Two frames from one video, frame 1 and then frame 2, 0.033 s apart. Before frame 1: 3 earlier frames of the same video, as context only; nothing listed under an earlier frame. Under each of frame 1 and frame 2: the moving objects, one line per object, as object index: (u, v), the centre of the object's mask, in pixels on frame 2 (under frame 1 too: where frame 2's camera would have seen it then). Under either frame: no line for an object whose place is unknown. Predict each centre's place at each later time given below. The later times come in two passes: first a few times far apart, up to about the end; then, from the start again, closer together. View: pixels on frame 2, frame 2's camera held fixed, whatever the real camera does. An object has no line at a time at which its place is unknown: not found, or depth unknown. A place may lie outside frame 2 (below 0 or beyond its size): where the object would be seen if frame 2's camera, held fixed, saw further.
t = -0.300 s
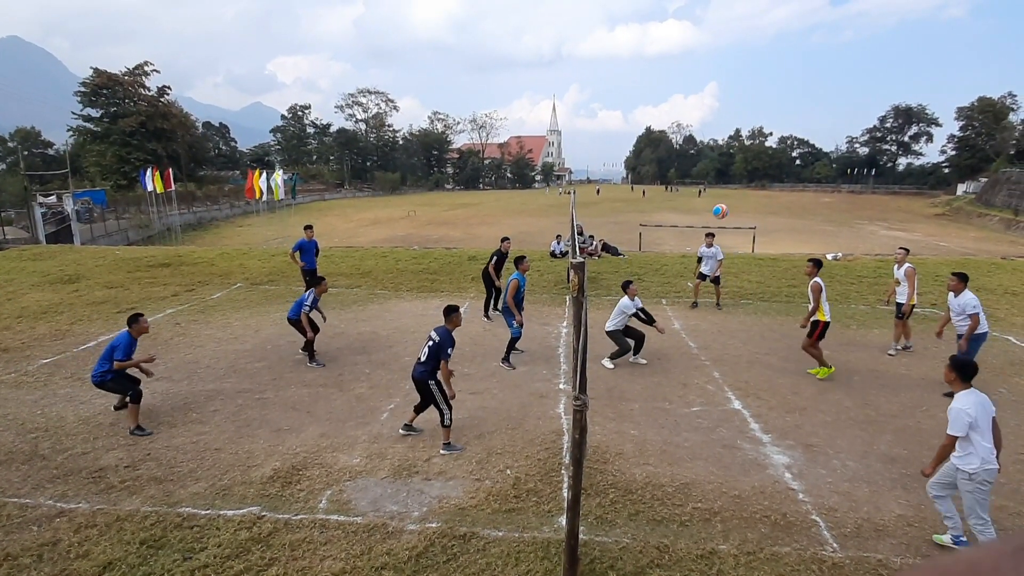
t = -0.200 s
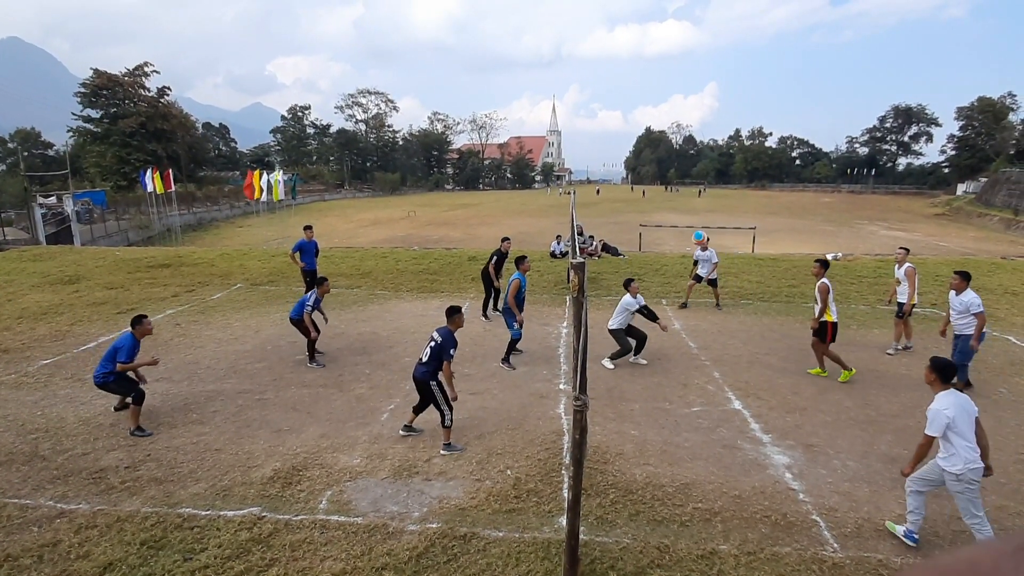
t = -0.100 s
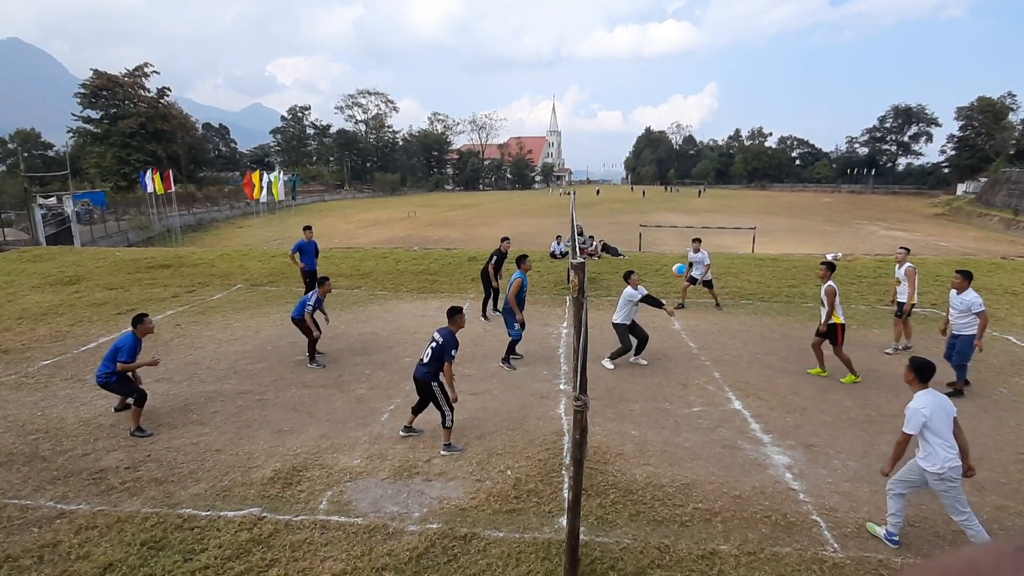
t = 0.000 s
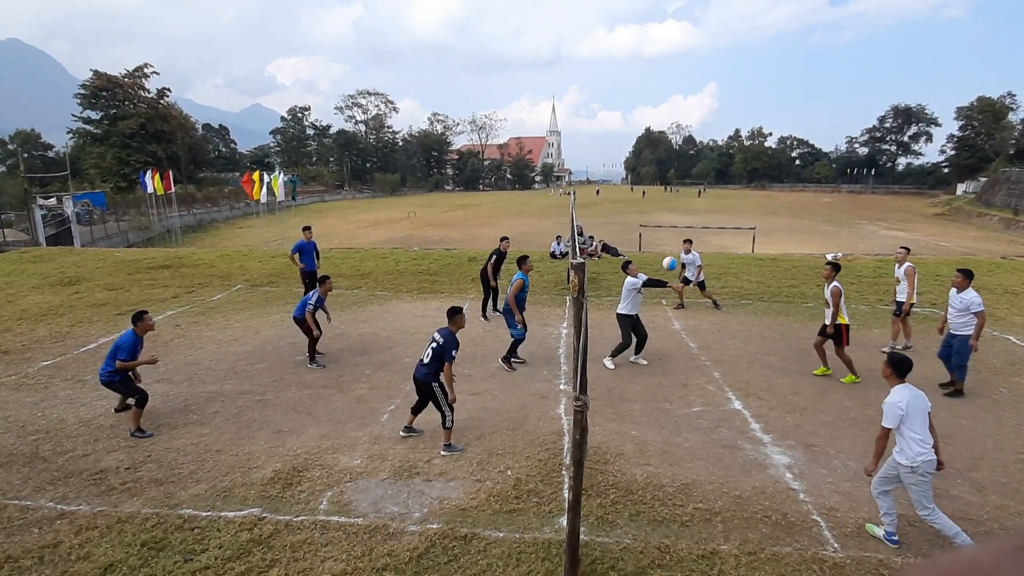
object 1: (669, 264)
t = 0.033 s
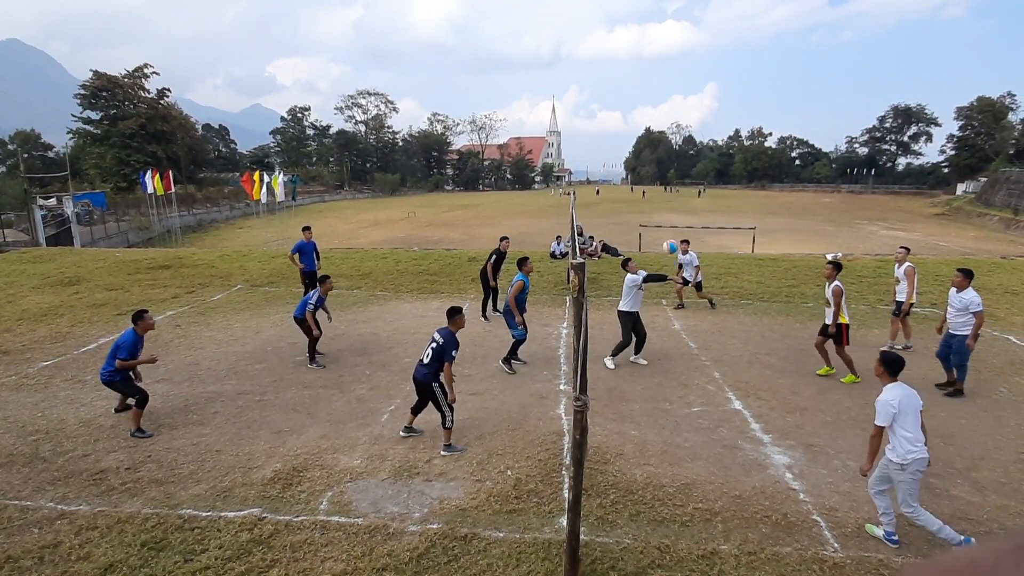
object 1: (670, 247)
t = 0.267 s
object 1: (672, 141)
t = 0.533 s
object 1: (671, 57)
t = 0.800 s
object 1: (666, 24)
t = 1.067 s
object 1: (658, 52)
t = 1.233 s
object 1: (652, 104)
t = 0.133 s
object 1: (672, 199)
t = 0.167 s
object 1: (672, 183)
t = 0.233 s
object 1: (672, 154)
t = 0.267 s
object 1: (672, 141)
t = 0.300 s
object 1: (672, 129)
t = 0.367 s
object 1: (673, 106)
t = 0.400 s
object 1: (672, 94)
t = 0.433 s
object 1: (672, 84)
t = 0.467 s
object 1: (672, 74)
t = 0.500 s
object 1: (672, 65)
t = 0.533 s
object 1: (671, 57)
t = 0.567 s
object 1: (671, 50)
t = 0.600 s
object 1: (670, 44)
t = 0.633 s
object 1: (670, 38)
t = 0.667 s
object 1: (669, 34)
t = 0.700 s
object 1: (669, 30)
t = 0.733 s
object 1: (668, 27)
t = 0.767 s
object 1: (667, 25)
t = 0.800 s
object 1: (666, 24)
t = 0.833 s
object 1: (666, 23)
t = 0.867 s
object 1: (664, 25)
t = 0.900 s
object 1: (664, 27)
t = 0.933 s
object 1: (663, 30)
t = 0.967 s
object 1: (662, 34)
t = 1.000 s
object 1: (661, 39)
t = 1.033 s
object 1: (659, 45)
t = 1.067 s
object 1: (658, 52)
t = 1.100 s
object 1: (657, 60)
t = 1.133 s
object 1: (655, 69)
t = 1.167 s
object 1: (654, 80)
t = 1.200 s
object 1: (653, 92)
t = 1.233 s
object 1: (652, 104)
